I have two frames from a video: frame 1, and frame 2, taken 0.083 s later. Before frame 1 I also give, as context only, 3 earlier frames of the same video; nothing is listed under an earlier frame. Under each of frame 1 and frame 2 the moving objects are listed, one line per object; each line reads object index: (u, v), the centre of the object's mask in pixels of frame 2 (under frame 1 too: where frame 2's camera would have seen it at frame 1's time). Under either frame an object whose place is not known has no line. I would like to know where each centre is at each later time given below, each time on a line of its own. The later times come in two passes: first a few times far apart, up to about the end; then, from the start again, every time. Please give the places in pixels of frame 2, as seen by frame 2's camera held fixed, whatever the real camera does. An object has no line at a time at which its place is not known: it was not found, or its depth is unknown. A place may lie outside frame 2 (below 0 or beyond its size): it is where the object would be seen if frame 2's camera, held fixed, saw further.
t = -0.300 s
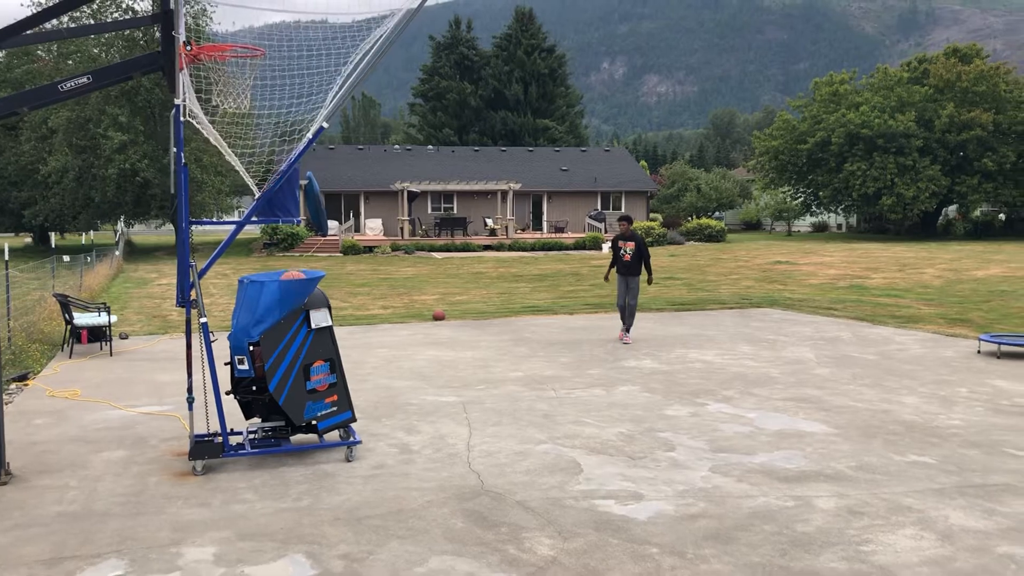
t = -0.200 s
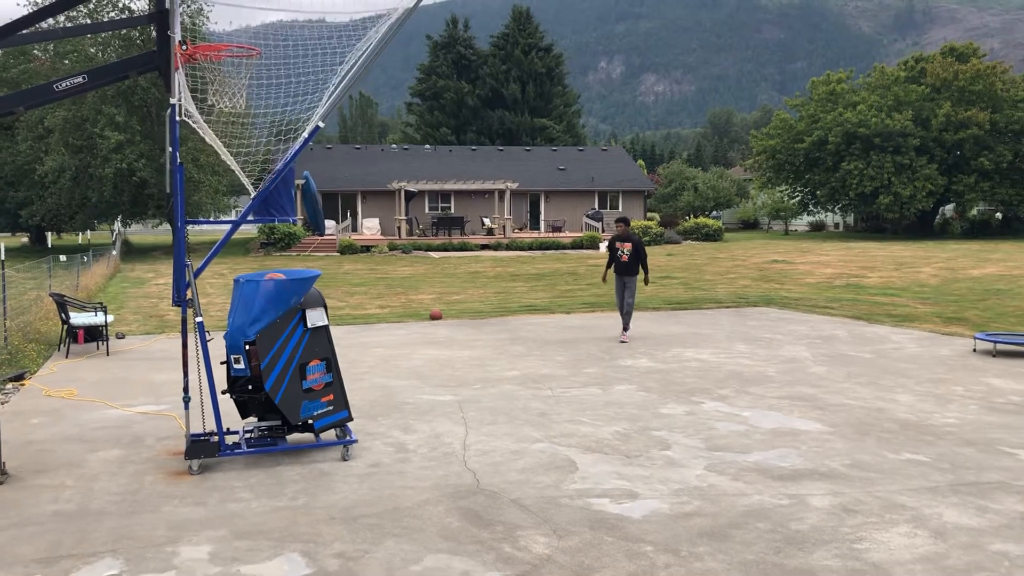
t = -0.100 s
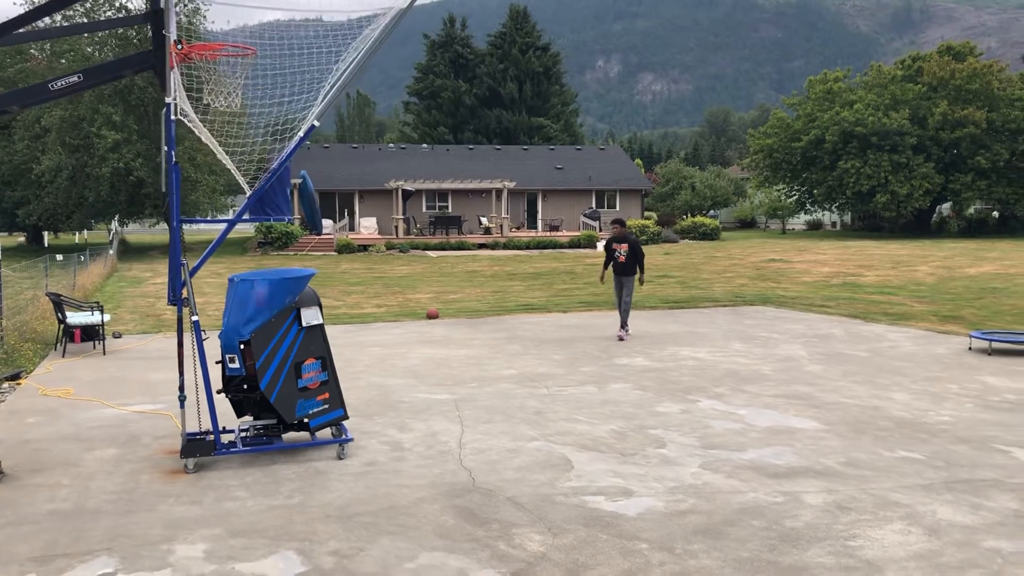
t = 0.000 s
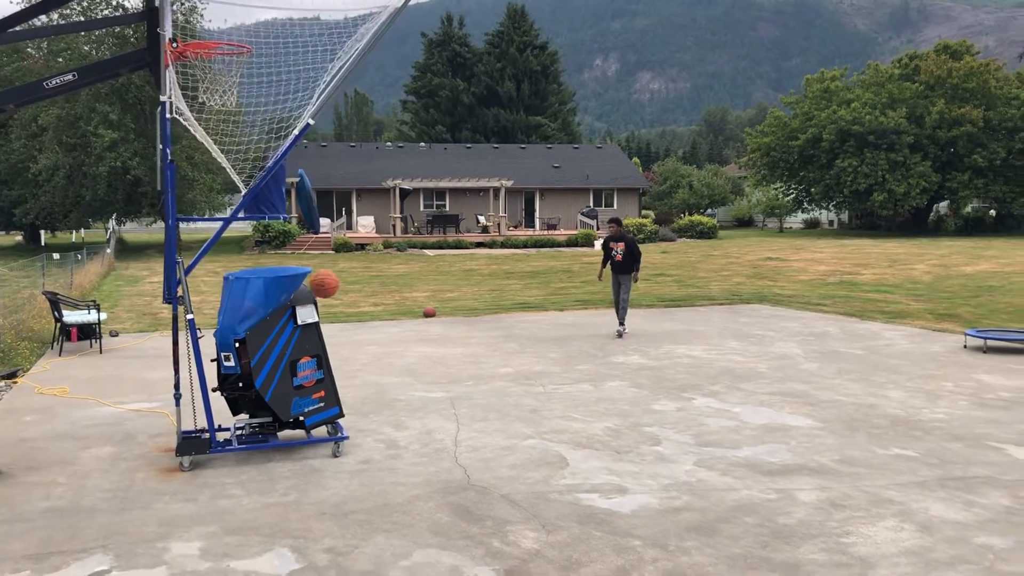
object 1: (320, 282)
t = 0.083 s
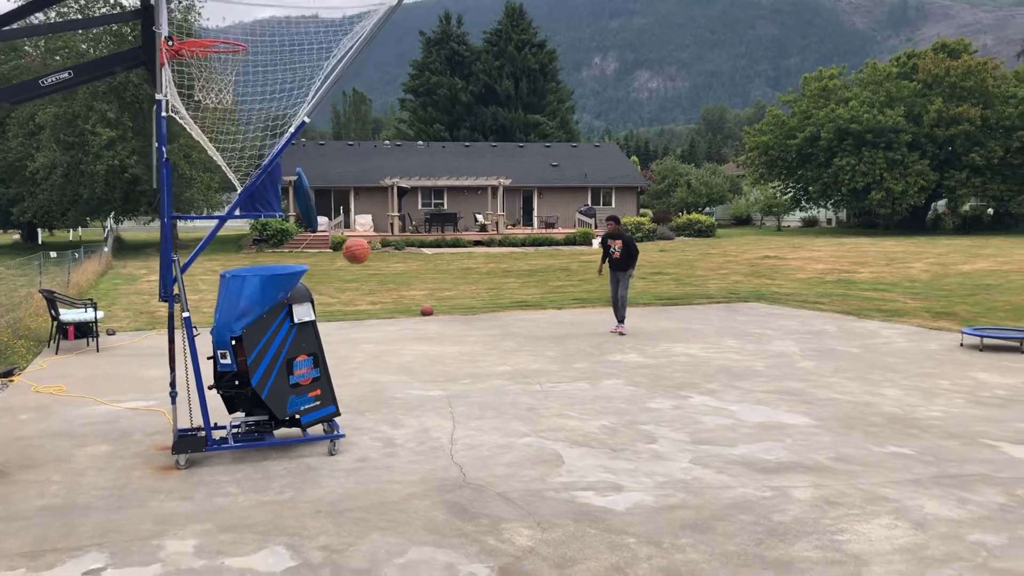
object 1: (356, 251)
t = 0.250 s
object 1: (413, 218)
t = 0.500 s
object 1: (479, 224)
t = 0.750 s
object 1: (534, 275)
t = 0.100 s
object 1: (363, 246)
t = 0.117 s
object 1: (369, 241)
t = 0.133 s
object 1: (375, 237)
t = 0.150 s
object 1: (381, 233)
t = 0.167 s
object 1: (386, 229)
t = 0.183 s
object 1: (392, 226)
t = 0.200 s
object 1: (398, 224)
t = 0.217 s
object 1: (403, 222)
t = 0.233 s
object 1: (408, 220)
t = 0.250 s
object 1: (413, 218)
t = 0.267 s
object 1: (419, 216)
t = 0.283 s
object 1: (423, 216)
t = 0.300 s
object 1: (429, 215)
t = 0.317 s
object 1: (433, 214)
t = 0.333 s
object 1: (437, 214)
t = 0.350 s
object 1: (442, 214)
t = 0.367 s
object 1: (446, 213)
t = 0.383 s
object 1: (450, 214)
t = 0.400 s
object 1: (455, 215)
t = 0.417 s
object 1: (459, 216)
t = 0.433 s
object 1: (463, 217)
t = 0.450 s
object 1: (467, 218)
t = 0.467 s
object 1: (471, 220)
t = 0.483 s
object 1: (475, 222)
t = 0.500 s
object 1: (479, 224)
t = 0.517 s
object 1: (482, 226)
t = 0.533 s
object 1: (487, 229)
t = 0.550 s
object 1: (490, 231)
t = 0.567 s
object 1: (493, 234)
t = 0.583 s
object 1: (497, 237)
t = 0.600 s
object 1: (501, 240)
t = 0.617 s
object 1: (504, 243)
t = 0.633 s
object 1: (508, 246)
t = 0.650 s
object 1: (511, 250)
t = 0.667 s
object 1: (515, 254)
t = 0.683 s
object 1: (519, 257)
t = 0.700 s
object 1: (525, 261)
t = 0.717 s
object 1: (527, 266)
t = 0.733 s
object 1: (530, 271)
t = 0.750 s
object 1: (534, 275)
